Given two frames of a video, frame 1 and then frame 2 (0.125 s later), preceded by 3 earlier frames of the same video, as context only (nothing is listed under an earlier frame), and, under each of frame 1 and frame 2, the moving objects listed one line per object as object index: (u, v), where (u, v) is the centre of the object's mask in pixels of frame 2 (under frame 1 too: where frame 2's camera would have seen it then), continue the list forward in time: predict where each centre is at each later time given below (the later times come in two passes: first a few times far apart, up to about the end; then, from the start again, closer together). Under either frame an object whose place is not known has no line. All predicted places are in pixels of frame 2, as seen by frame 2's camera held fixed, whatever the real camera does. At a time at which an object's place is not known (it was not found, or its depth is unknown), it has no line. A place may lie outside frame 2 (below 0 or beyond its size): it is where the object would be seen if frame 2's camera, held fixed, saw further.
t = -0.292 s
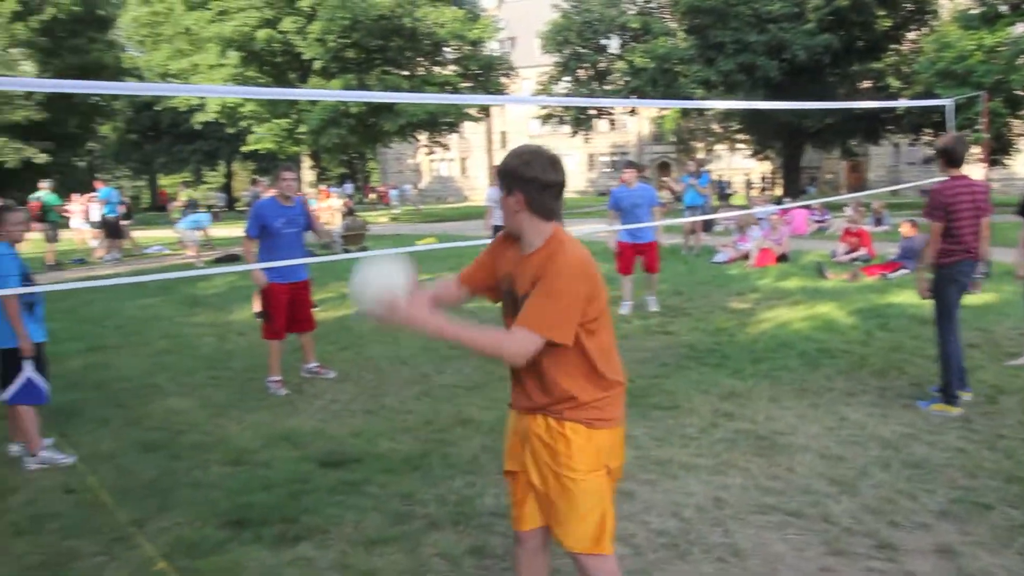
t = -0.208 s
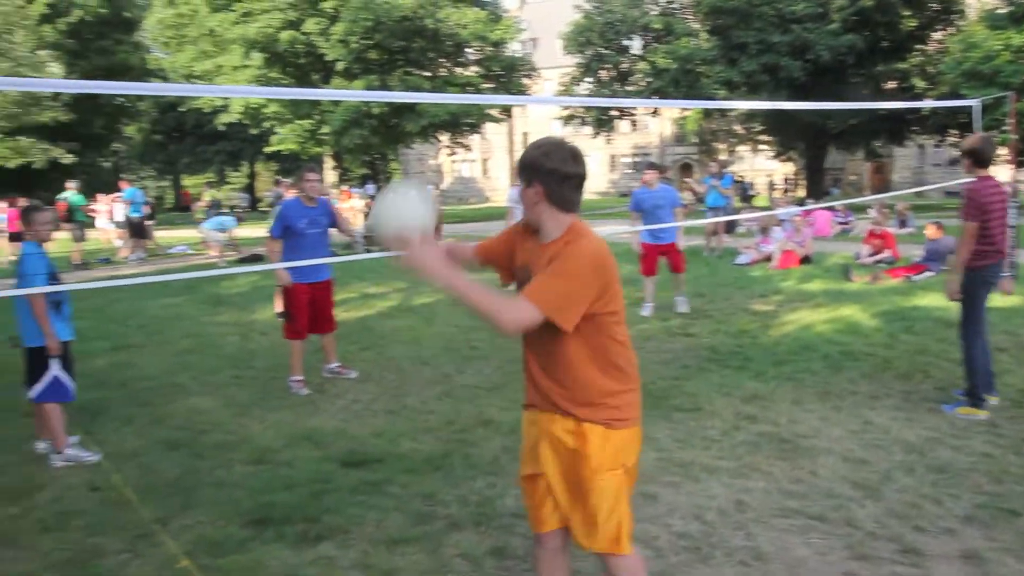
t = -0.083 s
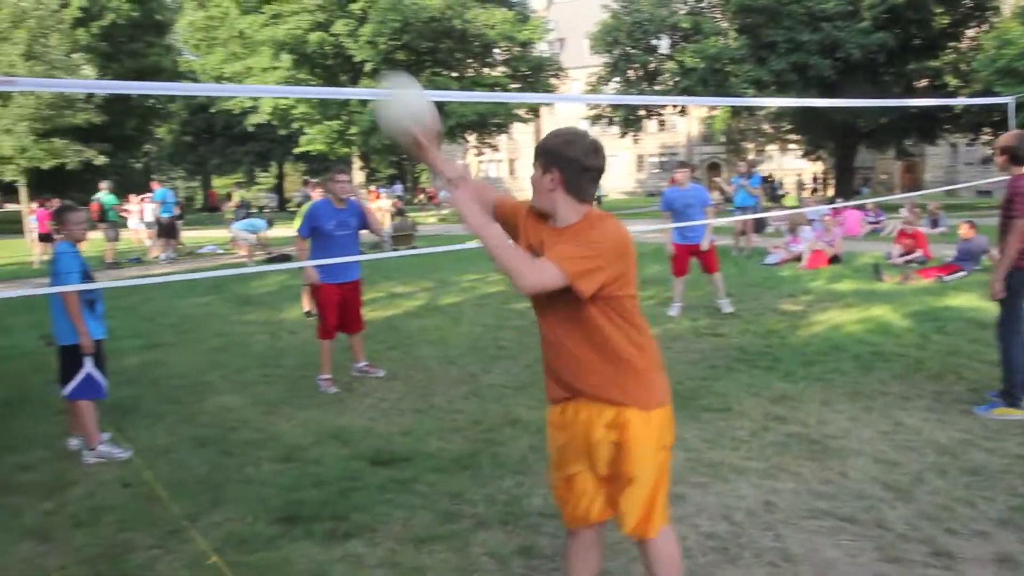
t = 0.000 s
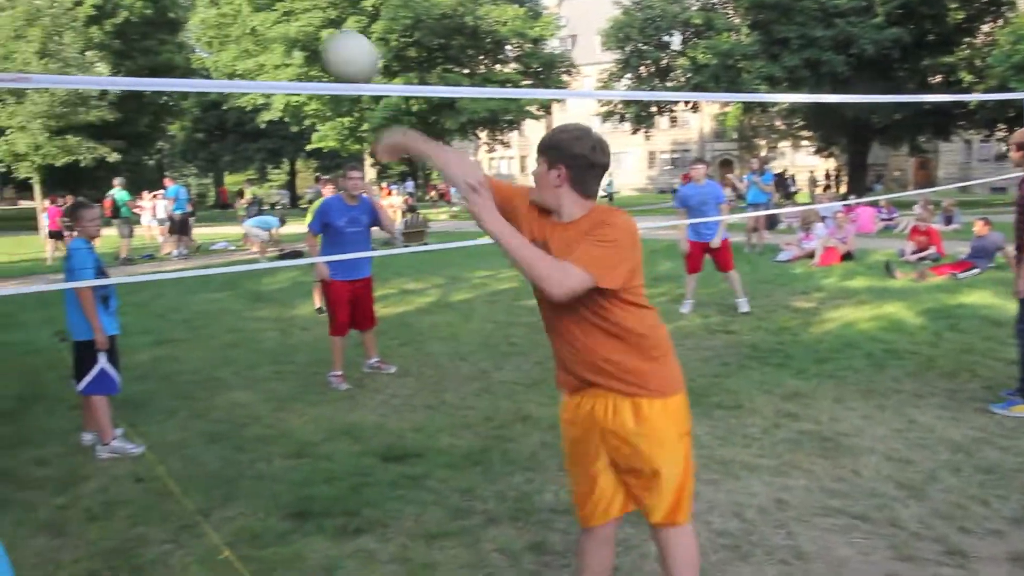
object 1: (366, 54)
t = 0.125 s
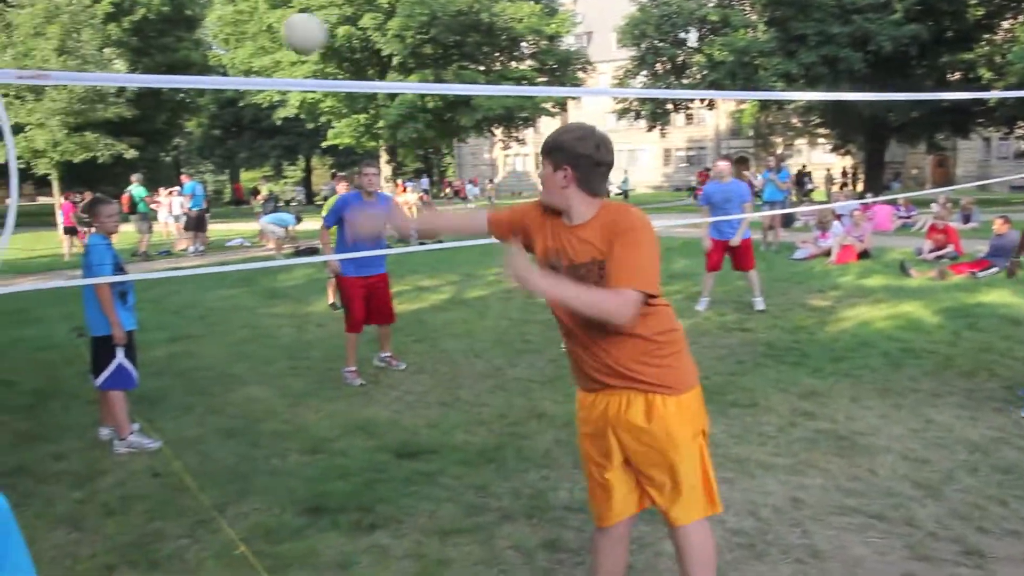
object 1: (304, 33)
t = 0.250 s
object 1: (265, 43)
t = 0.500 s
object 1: (229, 113)
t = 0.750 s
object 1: (210, 211)
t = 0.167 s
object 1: (290, 35)
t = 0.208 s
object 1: (276, 37)
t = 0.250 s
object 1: (265, 43)
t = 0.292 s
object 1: (256, 51)
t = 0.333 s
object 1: (248, 60)
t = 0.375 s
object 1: (238, 66)
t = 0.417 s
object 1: (236, 95)
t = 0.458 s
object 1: (230, 101)
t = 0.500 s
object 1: (229, 113)
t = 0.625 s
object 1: (220, 159)
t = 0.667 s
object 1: (217, 175)
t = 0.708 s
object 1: (216, 193)
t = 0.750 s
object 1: (210, 211)
